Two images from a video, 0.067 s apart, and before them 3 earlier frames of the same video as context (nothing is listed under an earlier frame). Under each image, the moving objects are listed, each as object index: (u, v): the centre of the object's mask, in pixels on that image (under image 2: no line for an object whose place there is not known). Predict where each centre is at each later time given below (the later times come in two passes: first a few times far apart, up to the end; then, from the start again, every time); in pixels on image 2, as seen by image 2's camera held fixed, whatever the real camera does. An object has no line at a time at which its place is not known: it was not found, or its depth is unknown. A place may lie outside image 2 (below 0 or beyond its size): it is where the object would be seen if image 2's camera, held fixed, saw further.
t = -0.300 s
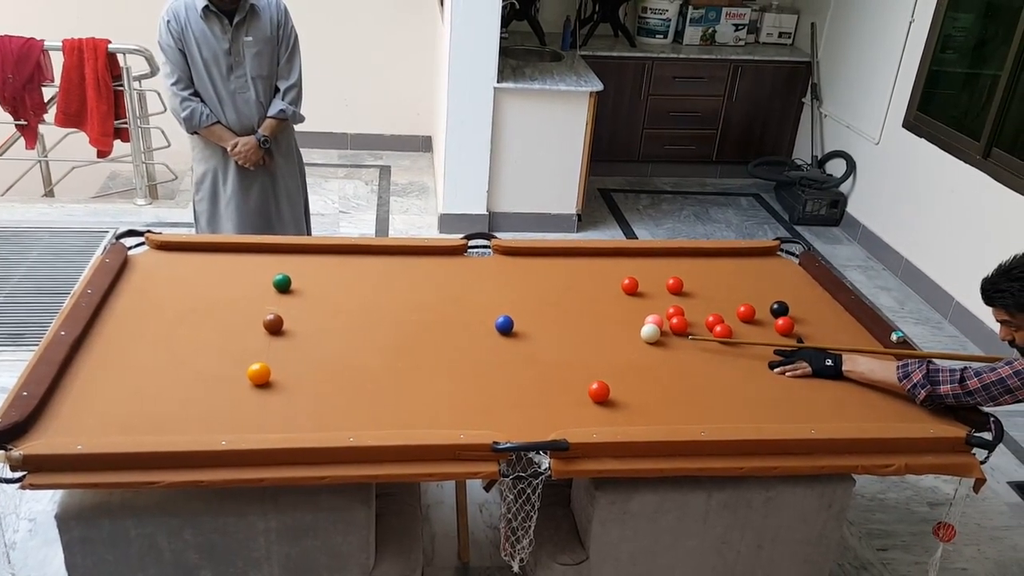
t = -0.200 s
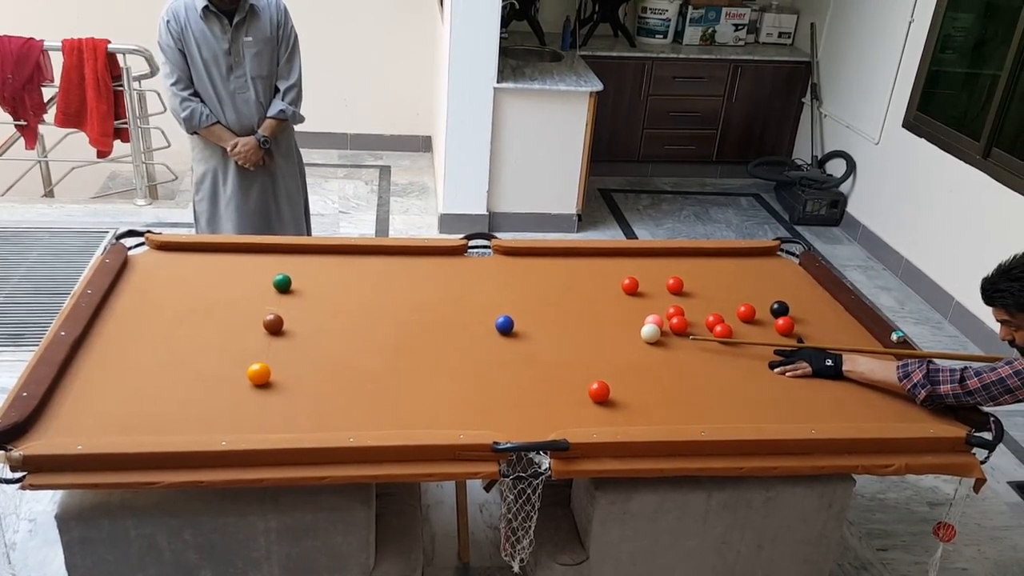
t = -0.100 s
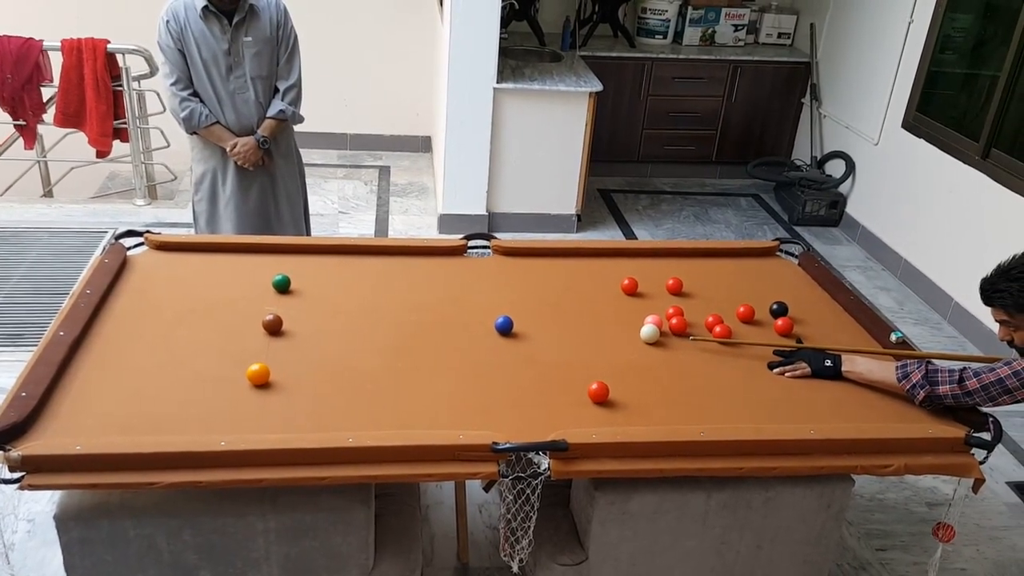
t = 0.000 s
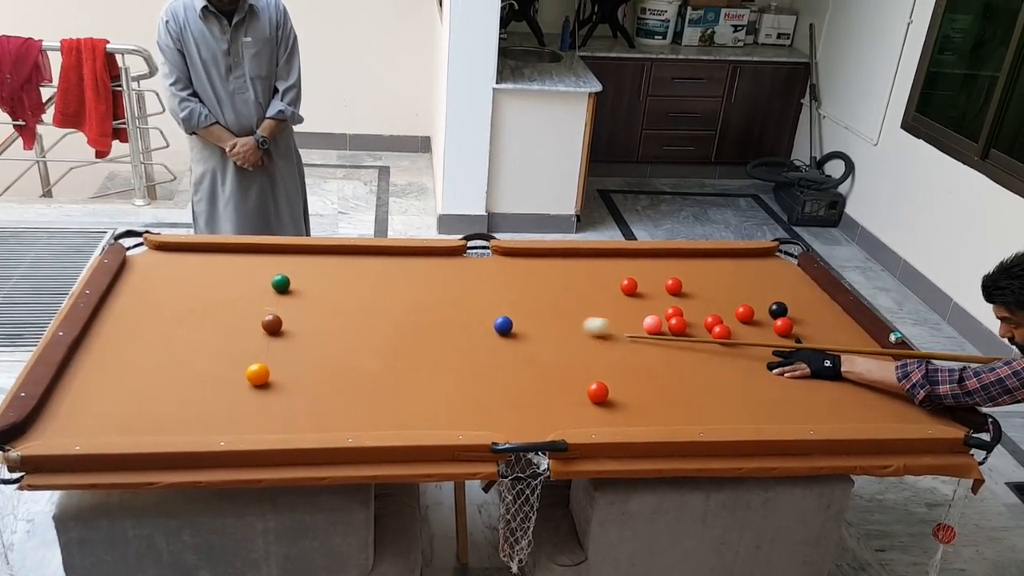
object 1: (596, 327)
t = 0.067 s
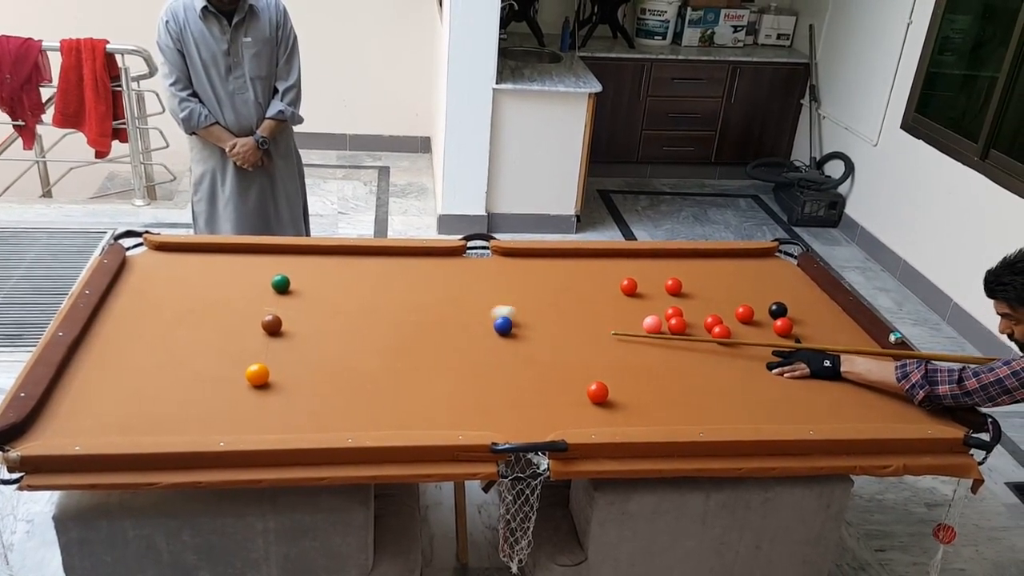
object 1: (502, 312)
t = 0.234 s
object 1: (303, 288)
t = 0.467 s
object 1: (245, 302)
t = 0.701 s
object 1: (186, 315)
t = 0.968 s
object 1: (119, 331)
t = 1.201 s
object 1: (99, 344)
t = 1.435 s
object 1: (119, 355)
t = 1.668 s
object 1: (138, 365)
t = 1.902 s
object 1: (155, 374)
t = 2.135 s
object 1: (170, 381)
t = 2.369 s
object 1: (180, 388)
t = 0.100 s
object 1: (460, 308)
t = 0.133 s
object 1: (418, 302)
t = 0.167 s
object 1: (378, 297)
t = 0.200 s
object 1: (340, 293)
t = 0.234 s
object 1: (303, 288)
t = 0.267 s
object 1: (292, 289)
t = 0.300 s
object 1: (285, 292)
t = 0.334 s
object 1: (278, 294)
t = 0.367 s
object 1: (270, 296)
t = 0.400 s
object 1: (262, 298)
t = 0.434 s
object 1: (253, 300)
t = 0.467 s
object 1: (245, 302)
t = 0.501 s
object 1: (237, 304)
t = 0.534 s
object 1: (229, 306)
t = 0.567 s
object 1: (220, 308)
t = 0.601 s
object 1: (212, 309)
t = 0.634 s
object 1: (203, 311)
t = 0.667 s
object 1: (195, 313)
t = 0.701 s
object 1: (186, 315)
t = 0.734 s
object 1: (178, 317)
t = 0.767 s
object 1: (169, 319)
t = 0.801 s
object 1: (161, 321)
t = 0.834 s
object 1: (153, 323)
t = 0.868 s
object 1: (144, 325)
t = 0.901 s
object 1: (136, 327)
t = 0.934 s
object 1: (127, 329)
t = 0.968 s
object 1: (119, 331)
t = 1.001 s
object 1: (111, 333)
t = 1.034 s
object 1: (102, 335)
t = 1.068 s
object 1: (94, 337)
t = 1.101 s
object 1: (89, 338)
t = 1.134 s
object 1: (92, 340)
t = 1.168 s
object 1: (95, 342)
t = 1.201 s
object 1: (99, 344)
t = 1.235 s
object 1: (102, 346)
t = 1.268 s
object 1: (105, 347)
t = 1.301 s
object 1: (108, 349)
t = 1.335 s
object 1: (110, 350)
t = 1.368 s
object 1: (113, 352)
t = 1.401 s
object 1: (116, 353)
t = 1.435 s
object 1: (119, 355)
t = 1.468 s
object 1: (122, 356)
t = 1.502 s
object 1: (125, 358)
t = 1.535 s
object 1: (128, 359)
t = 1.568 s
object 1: (130, 360)
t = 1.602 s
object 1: (133, 362)
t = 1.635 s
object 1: (136, 364)
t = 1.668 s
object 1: (138, 365)
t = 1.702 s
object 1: (141, 366)
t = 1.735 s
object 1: (143, 367)
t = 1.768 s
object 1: (146, 369)
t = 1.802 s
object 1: (148, 370)
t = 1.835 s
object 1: (151, 371)
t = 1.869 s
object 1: (153, 373)
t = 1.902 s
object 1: (155, 374)
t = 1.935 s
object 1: (157, 375)
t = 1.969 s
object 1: (159, 376)
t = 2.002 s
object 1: (161, 377)
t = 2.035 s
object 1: (164, 378)
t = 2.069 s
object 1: (165, 379)
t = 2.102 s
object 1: (168, 380)
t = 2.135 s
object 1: (170, 381)
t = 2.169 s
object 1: (171, 382)
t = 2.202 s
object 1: (173, 383)
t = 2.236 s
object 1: (175, 384)
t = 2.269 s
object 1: (176, 385)
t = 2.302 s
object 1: (178, 386)
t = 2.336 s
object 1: (179, 387)
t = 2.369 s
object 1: (180, 388)
